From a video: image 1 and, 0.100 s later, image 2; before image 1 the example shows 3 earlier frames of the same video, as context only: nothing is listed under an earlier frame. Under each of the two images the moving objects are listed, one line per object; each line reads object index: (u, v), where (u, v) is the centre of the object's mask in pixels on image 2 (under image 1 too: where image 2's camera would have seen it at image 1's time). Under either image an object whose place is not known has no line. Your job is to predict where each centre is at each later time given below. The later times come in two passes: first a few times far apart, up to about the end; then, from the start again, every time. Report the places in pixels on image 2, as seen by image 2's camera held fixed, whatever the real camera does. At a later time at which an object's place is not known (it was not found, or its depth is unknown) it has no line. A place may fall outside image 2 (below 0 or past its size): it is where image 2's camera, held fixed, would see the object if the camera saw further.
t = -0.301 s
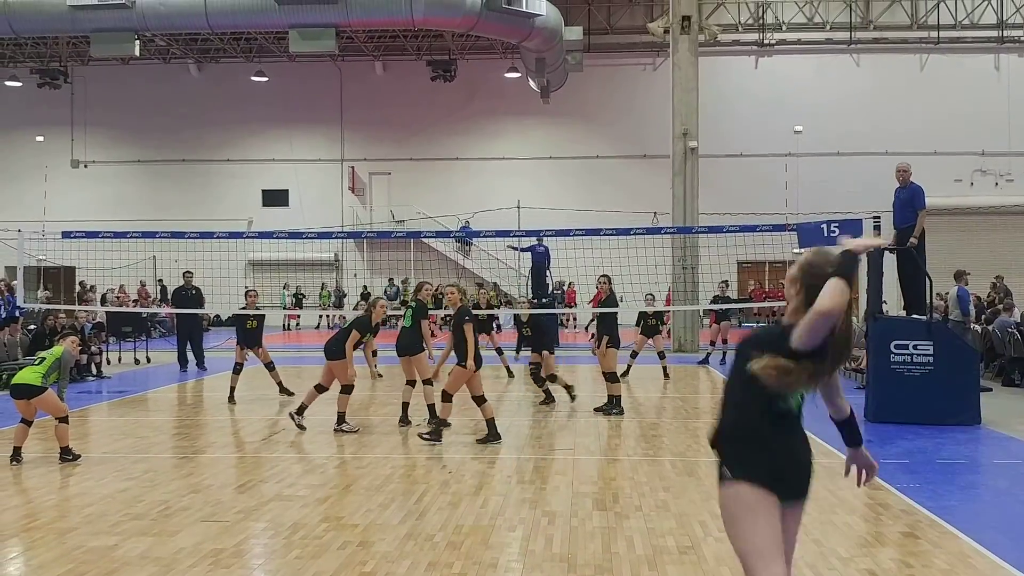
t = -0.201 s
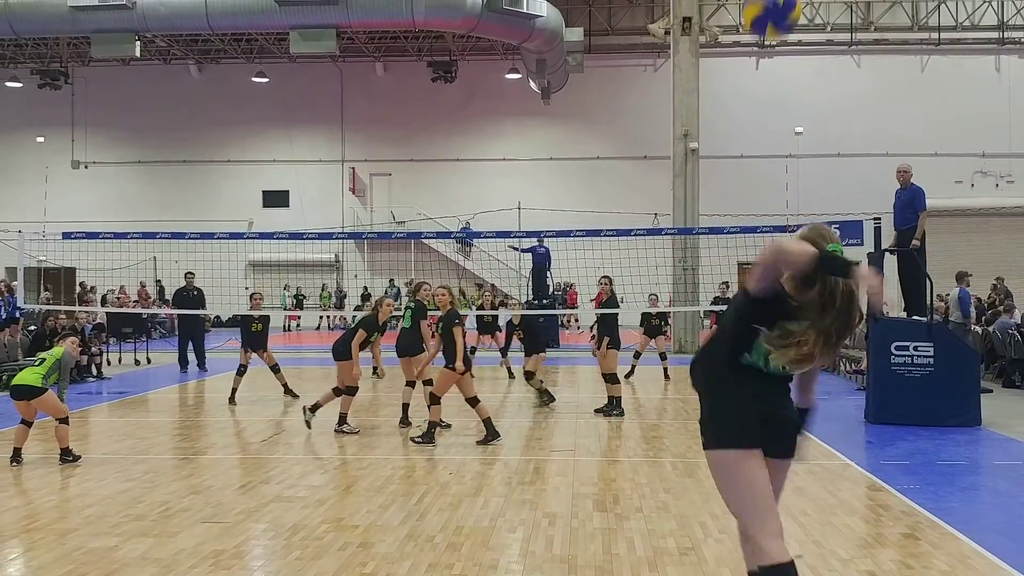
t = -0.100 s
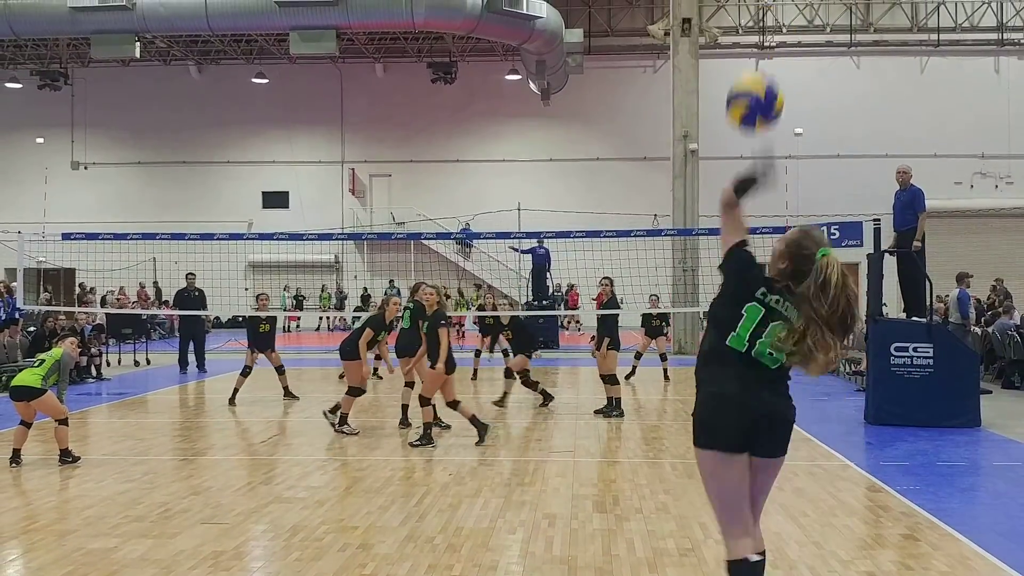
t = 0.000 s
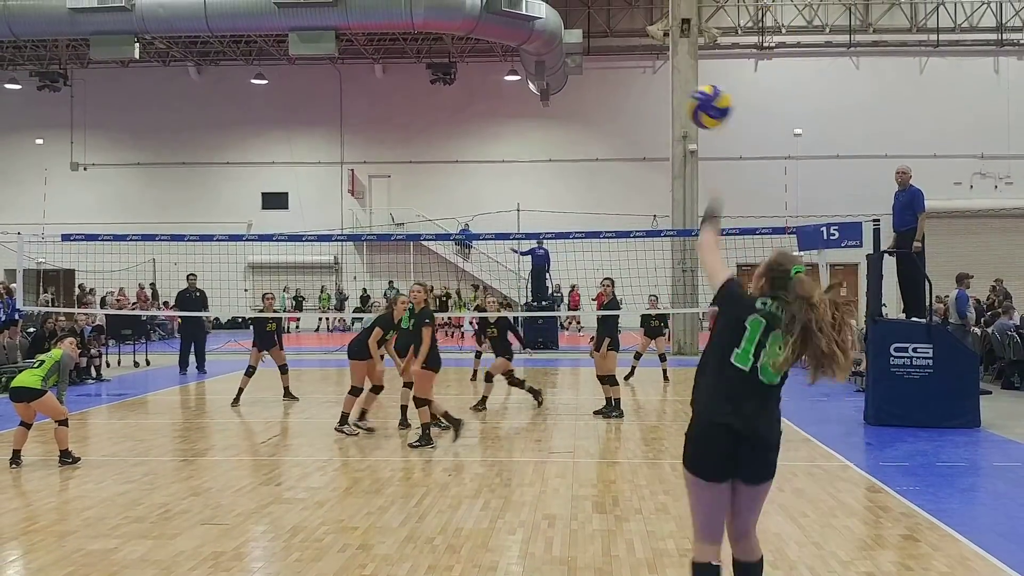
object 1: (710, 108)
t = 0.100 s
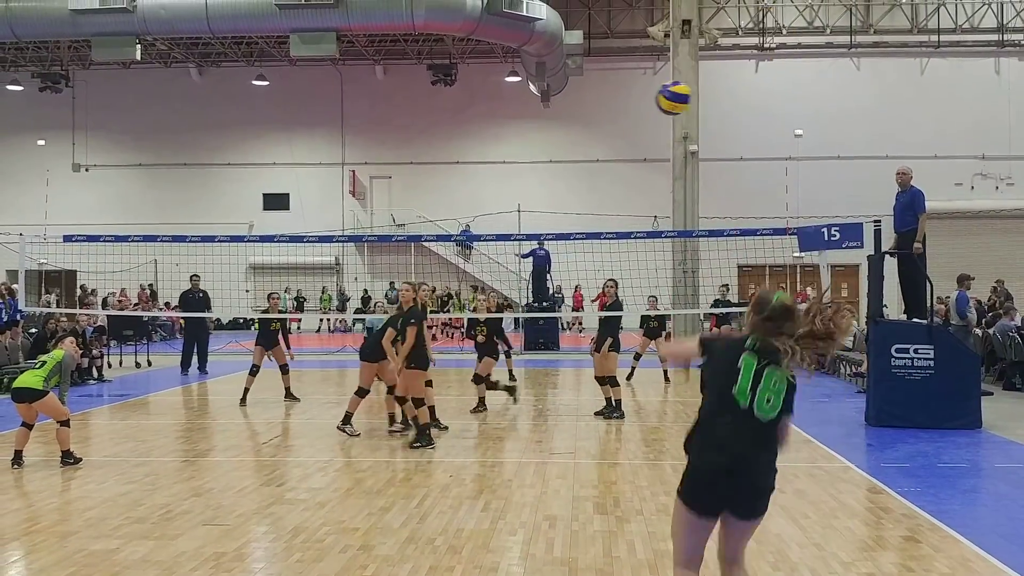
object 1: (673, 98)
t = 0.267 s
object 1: (631, 114)
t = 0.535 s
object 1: (605, 184)
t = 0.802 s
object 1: (596, 275)
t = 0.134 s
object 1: (663, 99)
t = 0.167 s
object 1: (654, 101)
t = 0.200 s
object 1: (645, 104)
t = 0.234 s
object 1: (637, 109)
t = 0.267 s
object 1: (631, 114)
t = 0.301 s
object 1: (625, 121)
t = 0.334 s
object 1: (620, 128)
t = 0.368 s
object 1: (615, 136)
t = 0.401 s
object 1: (612, 144)
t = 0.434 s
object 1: (609, 153)
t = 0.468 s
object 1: (607, 163)
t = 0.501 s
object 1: (606, 174)
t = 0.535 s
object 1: (605, 184)
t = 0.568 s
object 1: (603, 194)
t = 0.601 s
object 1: (602, 206)
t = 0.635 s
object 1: (600, 217)
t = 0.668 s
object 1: (599, 227)
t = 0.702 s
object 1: (599, 243)
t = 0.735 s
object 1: (597, 252)
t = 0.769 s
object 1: (596, 264)
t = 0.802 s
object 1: (596, 275)
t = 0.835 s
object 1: (594, 284)
